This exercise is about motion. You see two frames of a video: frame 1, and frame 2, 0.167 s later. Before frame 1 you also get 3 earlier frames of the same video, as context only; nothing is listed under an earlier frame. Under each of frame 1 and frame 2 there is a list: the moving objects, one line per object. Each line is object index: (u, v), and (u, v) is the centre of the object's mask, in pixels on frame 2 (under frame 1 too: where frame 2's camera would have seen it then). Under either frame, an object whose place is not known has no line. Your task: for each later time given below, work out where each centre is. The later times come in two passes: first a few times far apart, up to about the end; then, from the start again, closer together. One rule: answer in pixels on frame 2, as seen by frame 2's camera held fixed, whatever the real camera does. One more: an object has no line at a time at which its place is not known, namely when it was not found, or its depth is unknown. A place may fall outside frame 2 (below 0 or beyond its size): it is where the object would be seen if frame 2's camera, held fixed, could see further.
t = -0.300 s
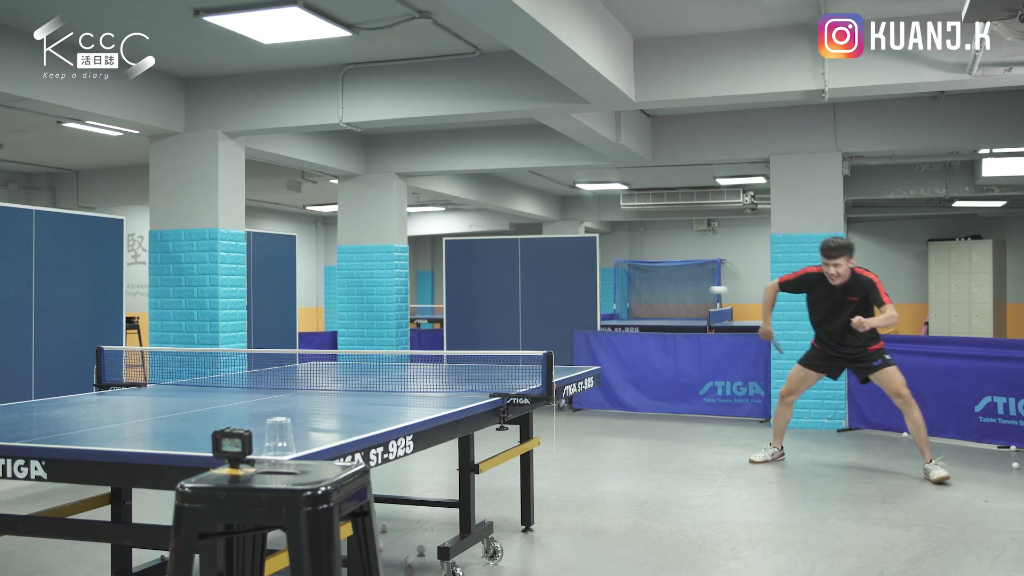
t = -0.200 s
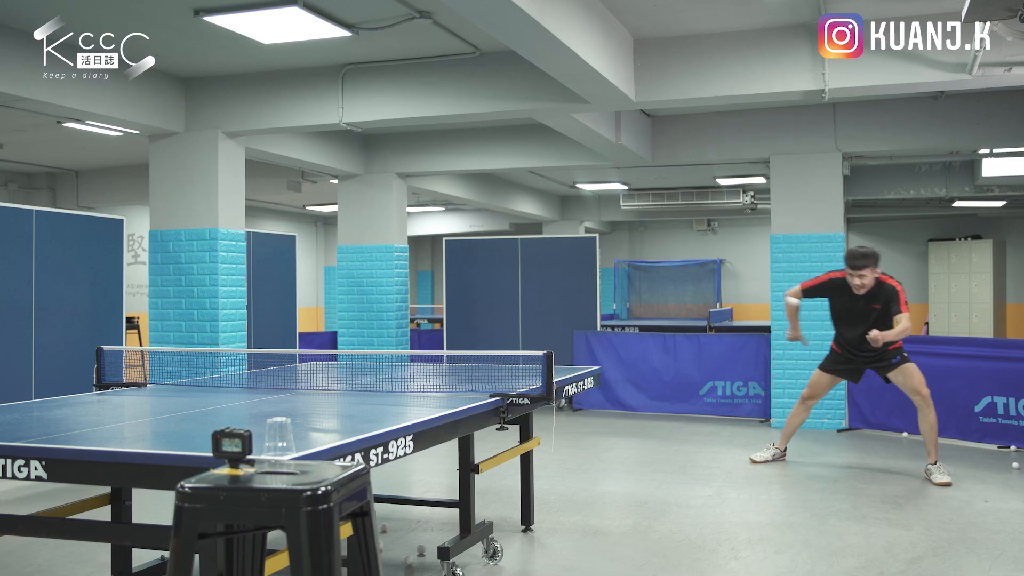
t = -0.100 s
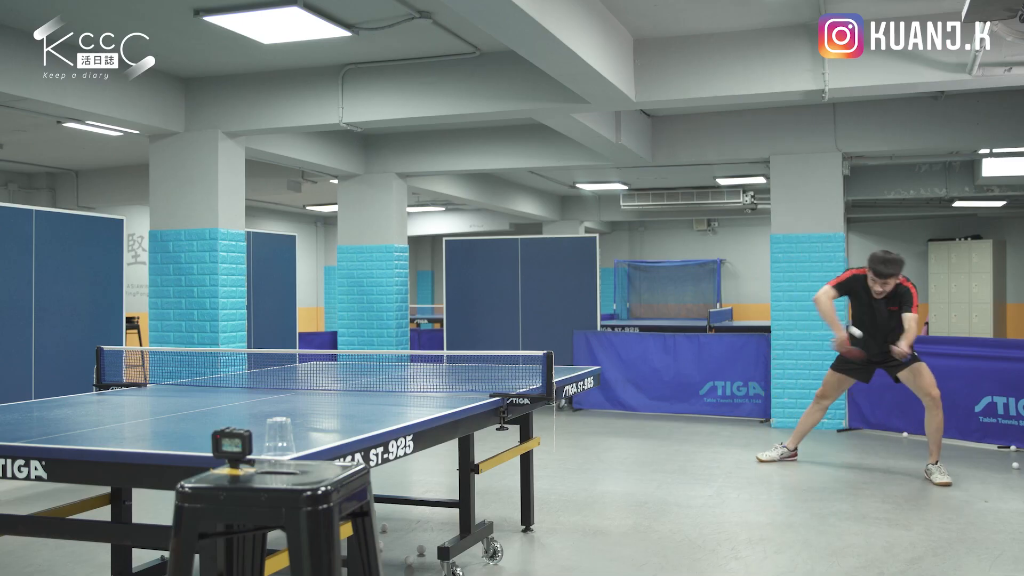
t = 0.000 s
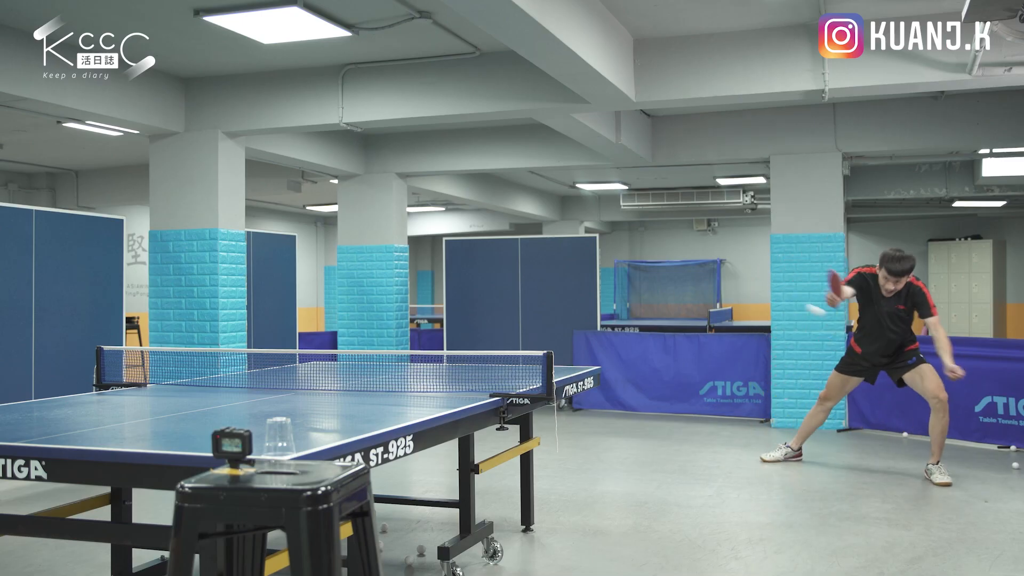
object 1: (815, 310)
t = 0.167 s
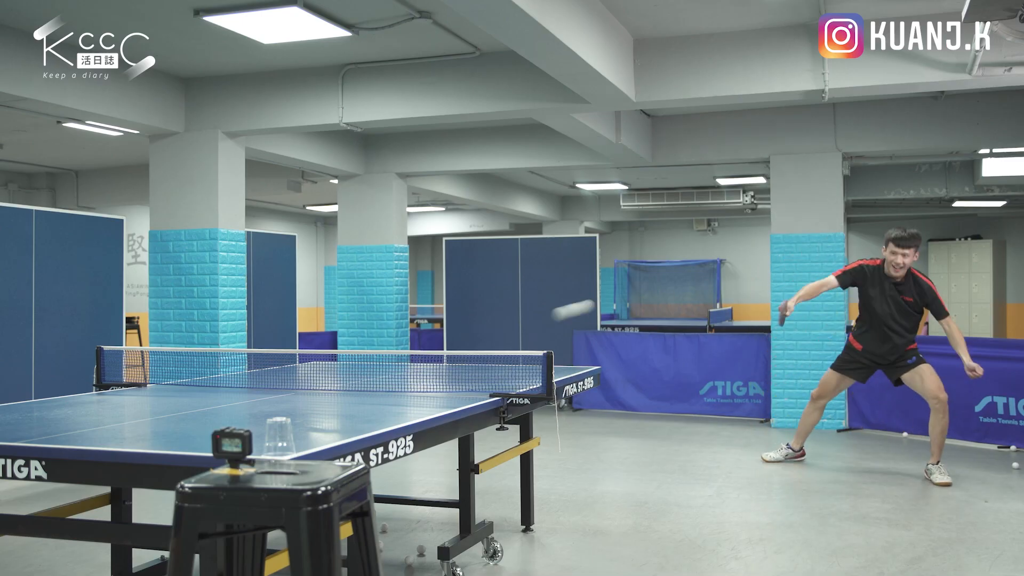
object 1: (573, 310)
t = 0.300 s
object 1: (280, 410)
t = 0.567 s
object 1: (236, 338)
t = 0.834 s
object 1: (159, 351)
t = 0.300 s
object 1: (280, 410)
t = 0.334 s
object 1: (273, 382)
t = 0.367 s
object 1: (266, 361)
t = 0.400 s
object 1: (261, 346)
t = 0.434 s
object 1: (256, 335)
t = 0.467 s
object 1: (251, 330)
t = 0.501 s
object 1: (246, 329)
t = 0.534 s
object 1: (241, 331)
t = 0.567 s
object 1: (236, 338)
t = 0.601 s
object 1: (232, 349)
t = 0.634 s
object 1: (228, 364)
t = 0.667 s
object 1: (223, 383)
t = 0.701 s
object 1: (220, 404)
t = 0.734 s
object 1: (208, 396)
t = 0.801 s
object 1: (175, 362)
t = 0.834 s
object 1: (159, 351)
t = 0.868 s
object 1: (143, 343)
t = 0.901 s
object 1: (128, 341)
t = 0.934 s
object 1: (113, 341)
